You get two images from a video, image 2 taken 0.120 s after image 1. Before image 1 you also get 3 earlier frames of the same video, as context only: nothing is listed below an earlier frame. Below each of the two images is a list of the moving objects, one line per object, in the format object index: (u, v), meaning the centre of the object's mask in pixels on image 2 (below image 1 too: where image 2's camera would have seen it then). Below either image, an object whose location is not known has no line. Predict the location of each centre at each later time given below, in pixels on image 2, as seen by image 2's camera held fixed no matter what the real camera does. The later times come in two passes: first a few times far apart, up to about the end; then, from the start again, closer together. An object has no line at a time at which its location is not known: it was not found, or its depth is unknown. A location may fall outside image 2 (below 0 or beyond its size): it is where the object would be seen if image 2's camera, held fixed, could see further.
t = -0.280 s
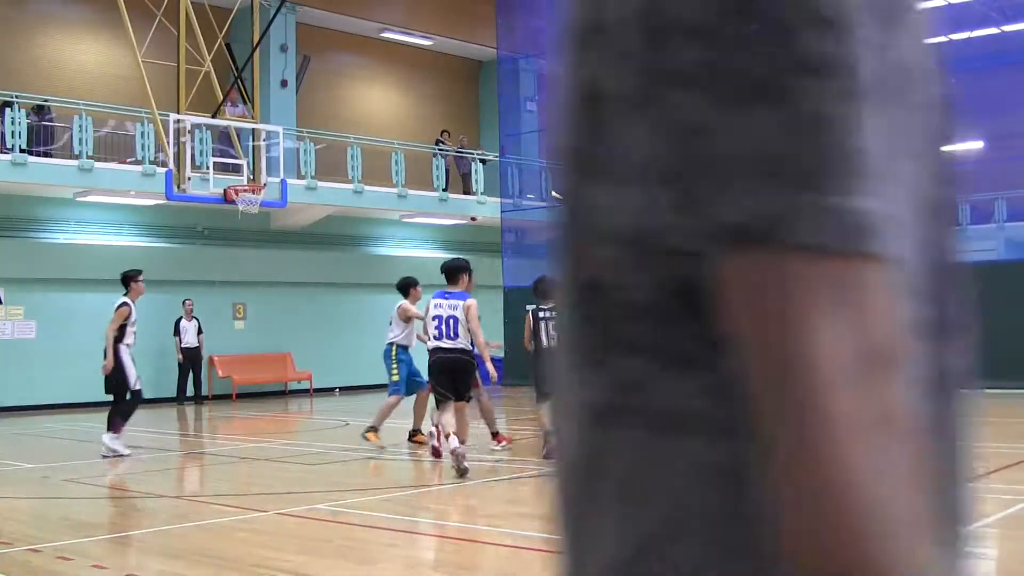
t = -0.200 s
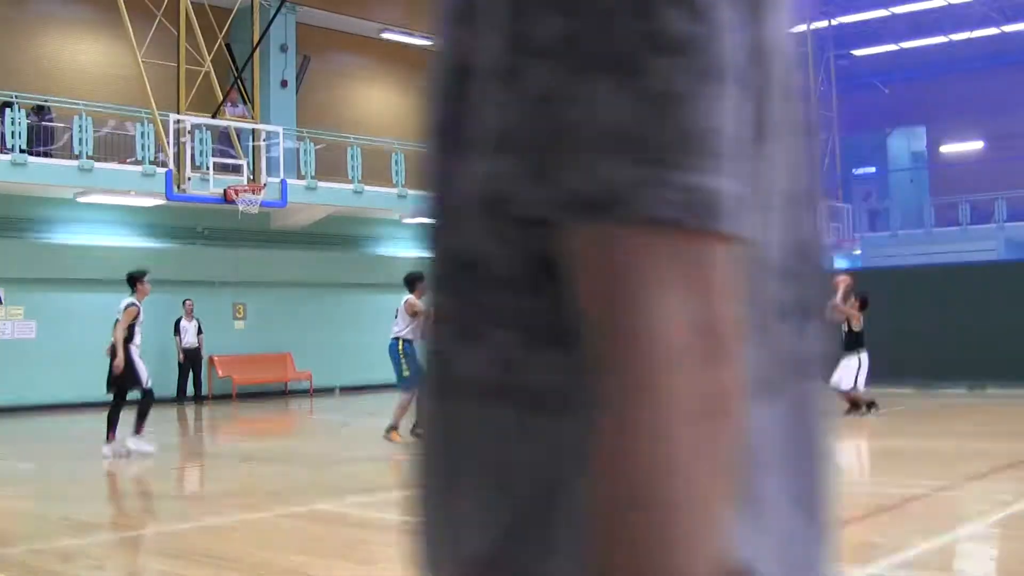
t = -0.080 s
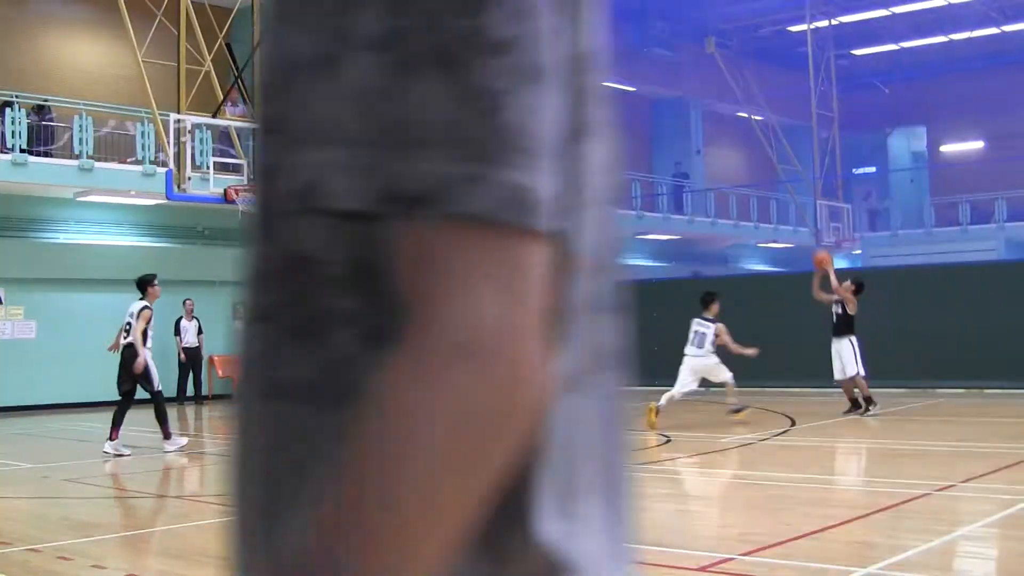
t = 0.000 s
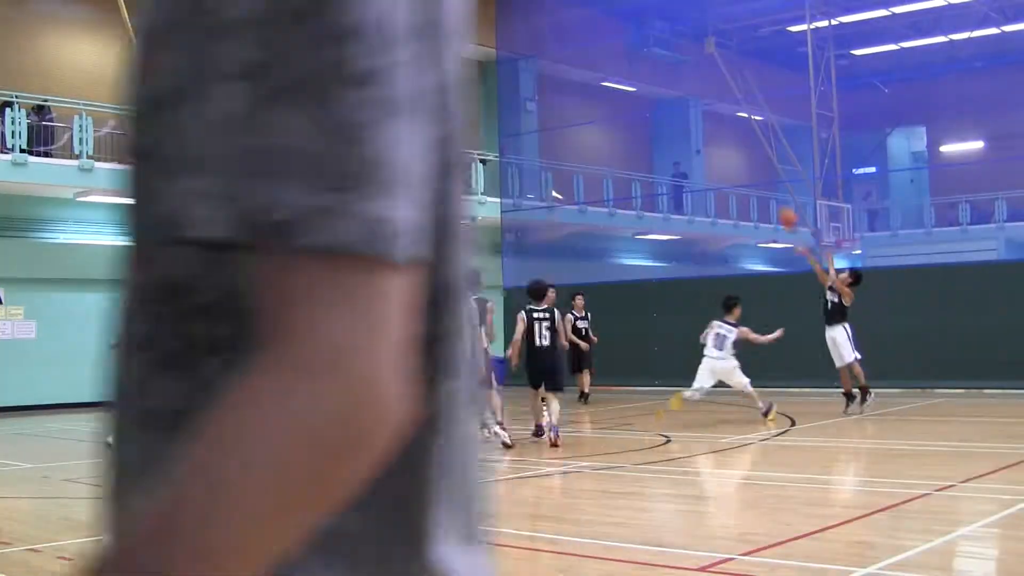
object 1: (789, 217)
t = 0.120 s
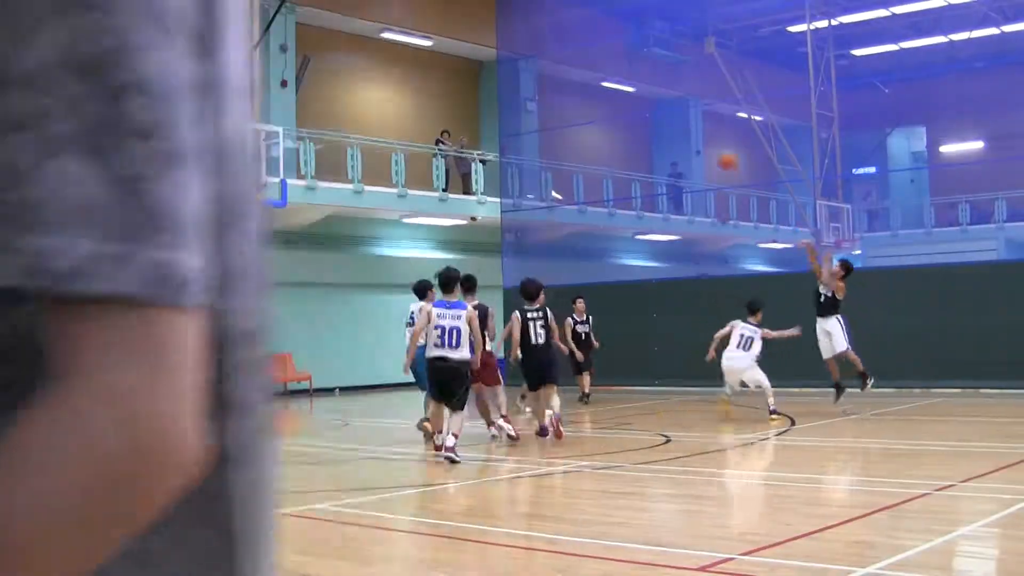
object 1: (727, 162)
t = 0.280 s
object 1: (650, 101)
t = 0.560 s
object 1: (520, 48)
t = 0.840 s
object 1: (397, 56)
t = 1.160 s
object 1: (259, 135)
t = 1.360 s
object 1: (195, 215)
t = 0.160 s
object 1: (707, 143)
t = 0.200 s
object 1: (689, 126)
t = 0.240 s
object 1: (670, 113)
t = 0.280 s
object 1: (650, 101)
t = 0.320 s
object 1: (633, 91)
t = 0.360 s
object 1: (612, 79)
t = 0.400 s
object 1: (593, 70)
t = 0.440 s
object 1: (573, 62)
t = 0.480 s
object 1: (556, 57)
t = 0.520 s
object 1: (537, 52)
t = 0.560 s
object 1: (520, 48)
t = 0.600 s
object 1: (500, 45)
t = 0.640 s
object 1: (485, 43)
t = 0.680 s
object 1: (467, 42)
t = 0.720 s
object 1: (450, 44)
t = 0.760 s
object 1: (433, 44)
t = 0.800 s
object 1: (413, 50)
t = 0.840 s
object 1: (397, 56)
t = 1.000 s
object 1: (329, 85)
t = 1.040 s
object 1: (311, 96)
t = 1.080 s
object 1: (292, 108)
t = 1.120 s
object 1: (276, 121)
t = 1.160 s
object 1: (259, 135)
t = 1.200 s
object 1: (243, 150)
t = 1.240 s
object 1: (228, 166)
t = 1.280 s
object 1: (211, 186)
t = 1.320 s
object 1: (198, 203)
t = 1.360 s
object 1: (195, 215)
